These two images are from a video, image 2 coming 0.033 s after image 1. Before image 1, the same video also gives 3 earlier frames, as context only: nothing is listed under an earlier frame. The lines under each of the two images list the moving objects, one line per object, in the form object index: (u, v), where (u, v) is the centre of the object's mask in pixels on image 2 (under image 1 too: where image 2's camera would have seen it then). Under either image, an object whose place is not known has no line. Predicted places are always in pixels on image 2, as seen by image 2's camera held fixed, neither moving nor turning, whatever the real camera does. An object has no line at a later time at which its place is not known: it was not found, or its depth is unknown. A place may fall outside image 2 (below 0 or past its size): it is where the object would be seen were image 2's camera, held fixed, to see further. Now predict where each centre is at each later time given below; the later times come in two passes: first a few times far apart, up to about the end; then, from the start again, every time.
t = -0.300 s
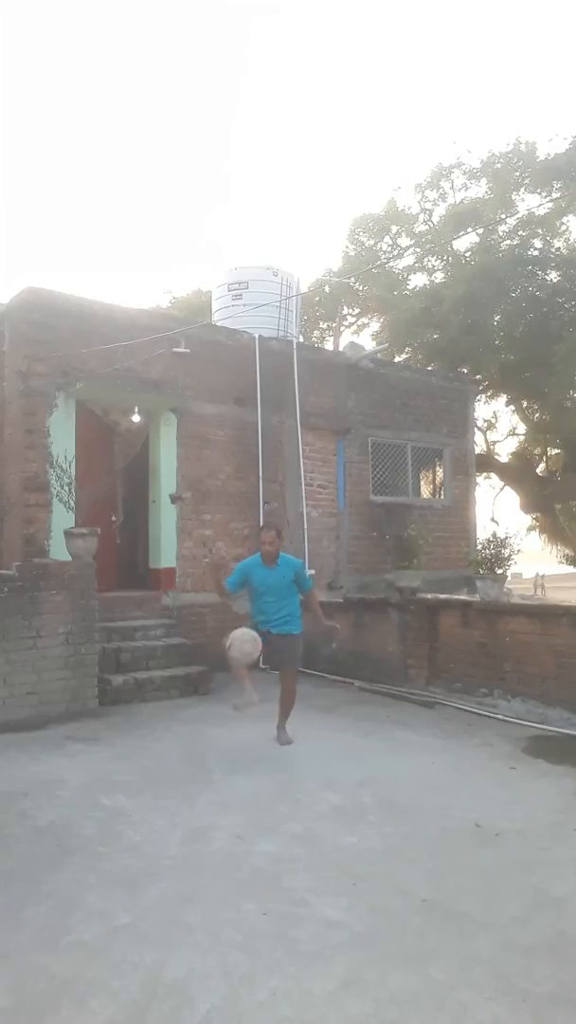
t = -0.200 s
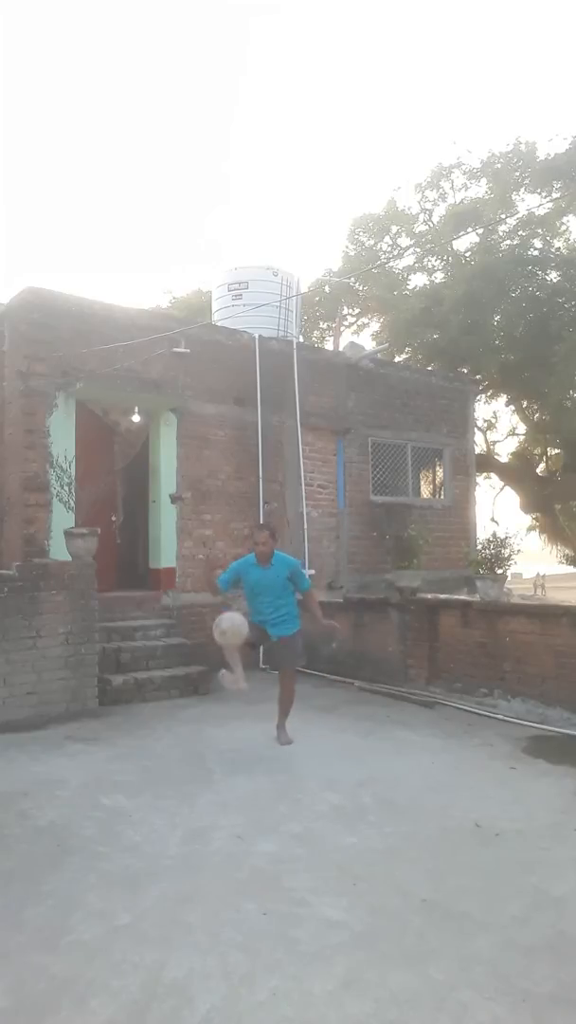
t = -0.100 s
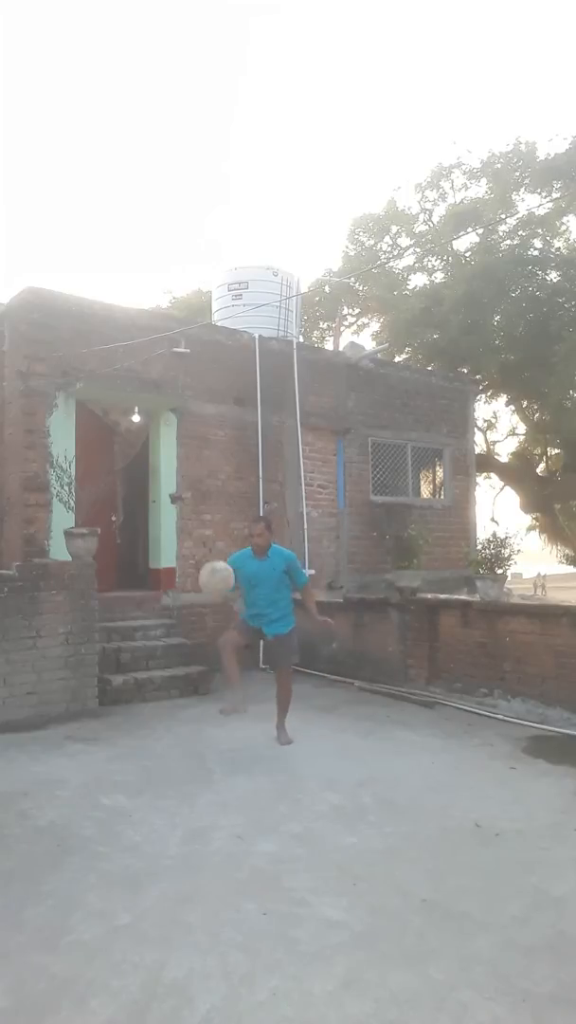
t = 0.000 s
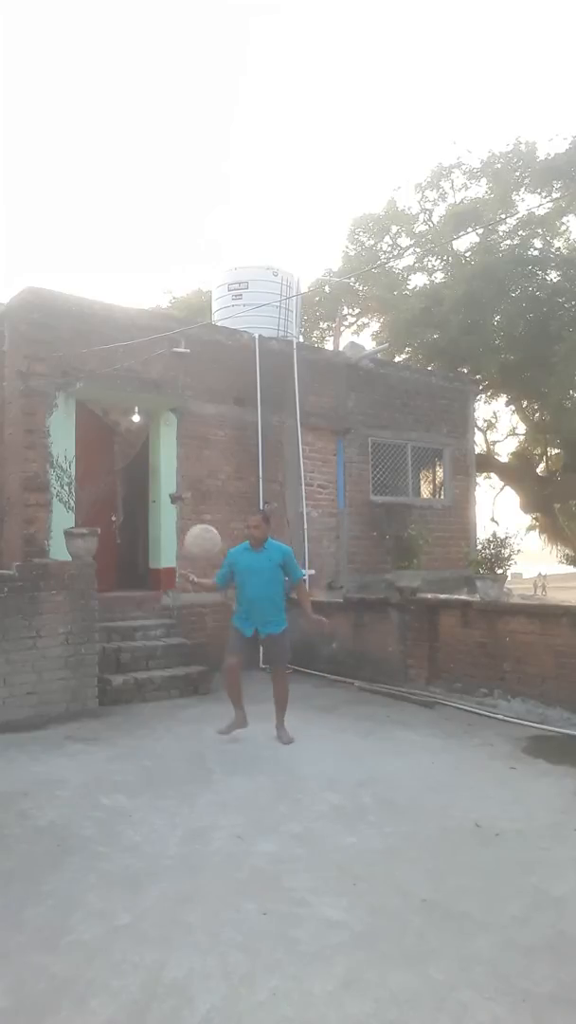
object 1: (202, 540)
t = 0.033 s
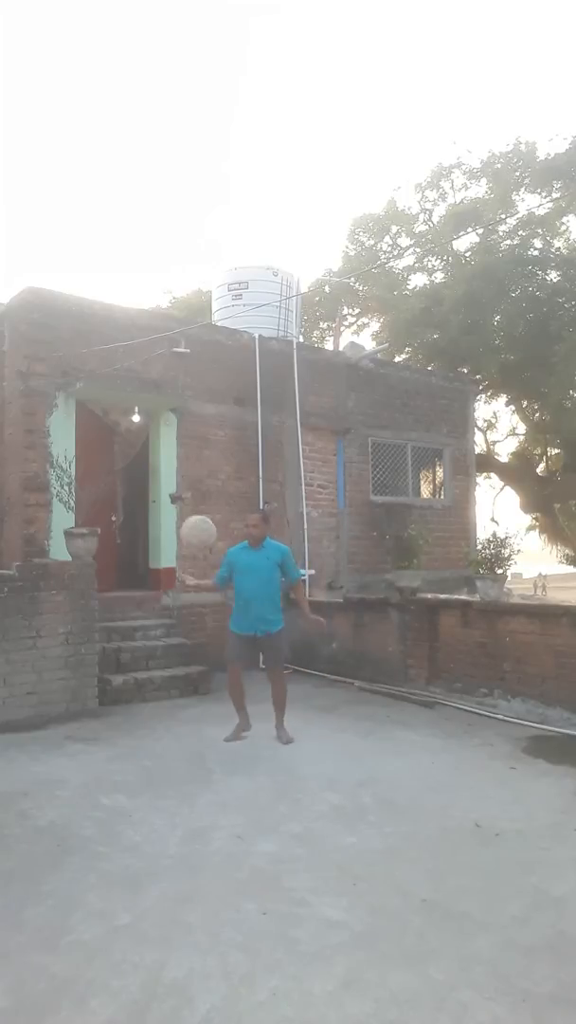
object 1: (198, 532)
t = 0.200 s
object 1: (175, 515)
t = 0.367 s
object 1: (151, 538)
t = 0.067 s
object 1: (194, 525)
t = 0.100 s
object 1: (190, 520)
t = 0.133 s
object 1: (185, 517)
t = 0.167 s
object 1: (180, 515)
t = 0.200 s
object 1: (175, 515)
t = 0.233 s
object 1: (171, 516)
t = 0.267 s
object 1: (166, 519)
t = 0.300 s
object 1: (161, 523)
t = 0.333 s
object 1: (155, 530)
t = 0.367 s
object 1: (151, 538)
